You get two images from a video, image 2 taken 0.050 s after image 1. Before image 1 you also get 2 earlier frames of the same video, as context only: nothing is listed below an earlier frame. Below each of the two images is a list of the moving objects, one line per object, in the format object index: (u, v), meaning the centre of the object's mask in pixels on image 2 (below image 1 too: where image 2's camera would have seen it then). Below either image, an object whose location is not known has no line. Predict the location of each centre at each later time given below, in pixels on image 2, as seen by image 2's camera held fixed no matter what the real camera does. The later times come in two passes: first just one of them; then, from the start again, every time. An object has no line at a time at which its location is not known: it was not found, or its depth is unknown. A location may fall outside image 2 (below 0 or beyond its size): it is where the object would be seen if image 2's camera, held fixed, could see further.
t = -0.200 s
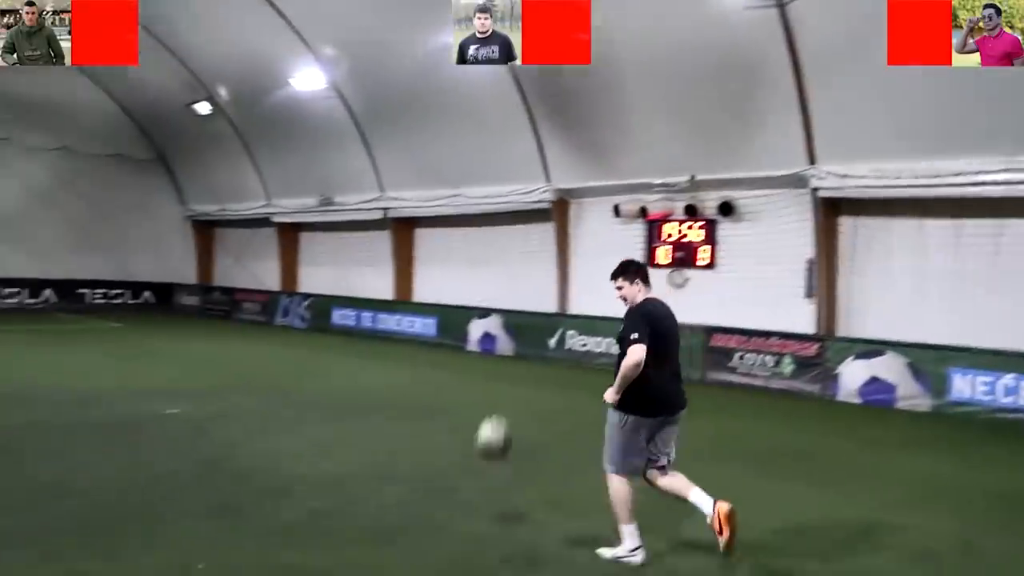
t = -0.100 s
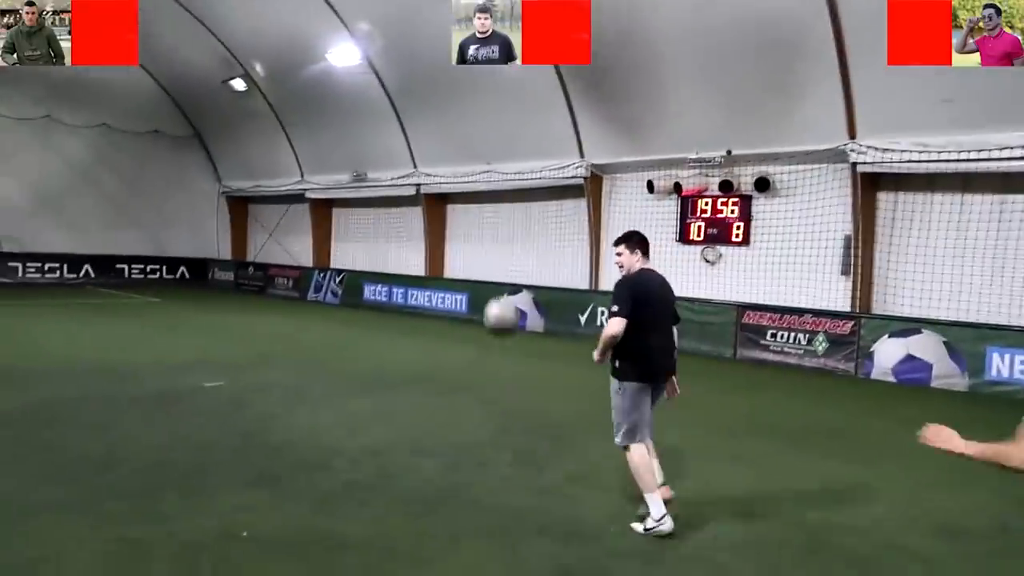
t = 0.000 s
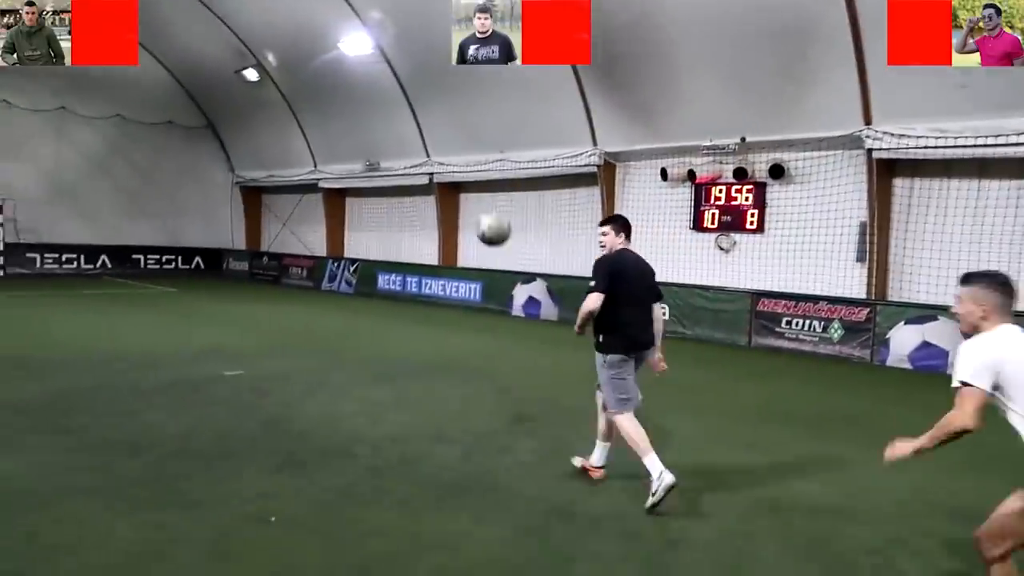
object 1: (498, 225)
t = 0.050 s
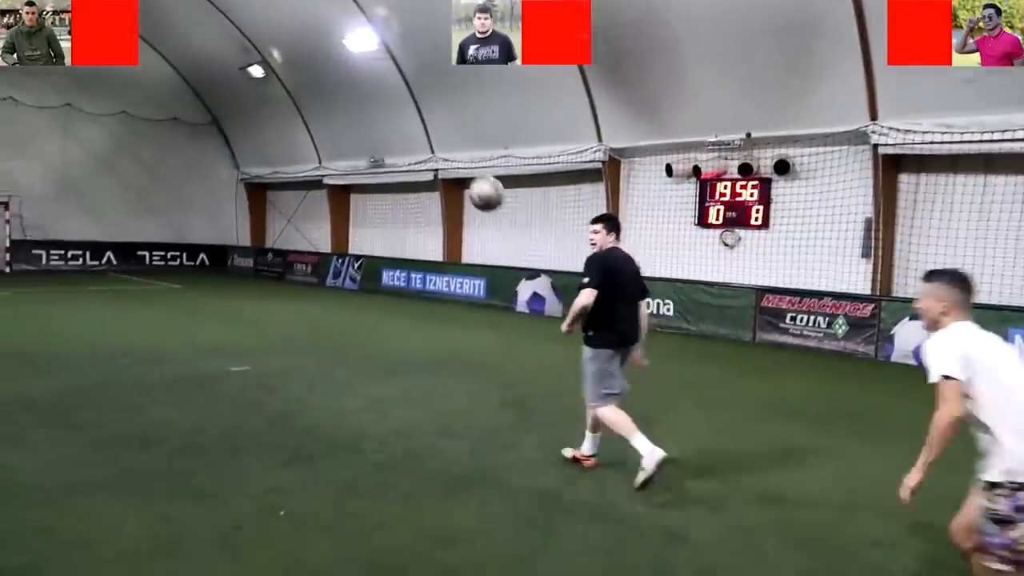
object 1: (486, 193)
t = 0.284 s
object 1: (433, 106)
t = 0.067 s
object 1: (483, 185)
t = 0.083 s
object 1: (478, 176)
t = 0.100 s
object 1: (475, 165)
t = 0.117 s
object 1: (470, 159)
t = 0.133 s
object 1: (468, 151)
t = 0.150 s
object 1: (464, 144)
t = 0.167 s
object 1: (460, 138)
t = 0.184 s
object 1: (456, 132)
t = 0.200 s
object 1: (452, 126)
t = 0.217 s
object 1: (449, 121)
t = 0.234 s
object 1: (445, 117)
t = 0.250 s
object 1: (440, 113)
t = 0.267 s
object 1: (437, 109)
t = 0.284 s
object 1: (433, 106)
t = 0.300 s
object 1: (429, 103)
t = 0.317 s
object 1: (425, 101)
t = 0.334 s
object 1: (422, 99)
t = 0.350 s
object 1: (419, 98)
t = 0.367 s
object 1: (415, 96)
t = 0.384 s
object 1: (412, 96)
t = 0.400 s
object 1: (408, 96)
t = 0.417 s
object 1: (405, 96)
